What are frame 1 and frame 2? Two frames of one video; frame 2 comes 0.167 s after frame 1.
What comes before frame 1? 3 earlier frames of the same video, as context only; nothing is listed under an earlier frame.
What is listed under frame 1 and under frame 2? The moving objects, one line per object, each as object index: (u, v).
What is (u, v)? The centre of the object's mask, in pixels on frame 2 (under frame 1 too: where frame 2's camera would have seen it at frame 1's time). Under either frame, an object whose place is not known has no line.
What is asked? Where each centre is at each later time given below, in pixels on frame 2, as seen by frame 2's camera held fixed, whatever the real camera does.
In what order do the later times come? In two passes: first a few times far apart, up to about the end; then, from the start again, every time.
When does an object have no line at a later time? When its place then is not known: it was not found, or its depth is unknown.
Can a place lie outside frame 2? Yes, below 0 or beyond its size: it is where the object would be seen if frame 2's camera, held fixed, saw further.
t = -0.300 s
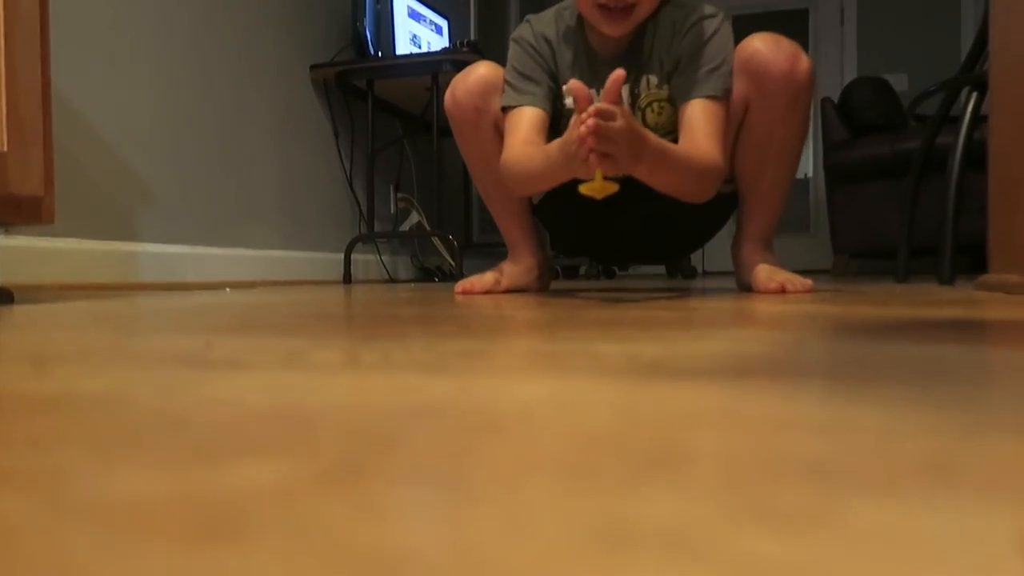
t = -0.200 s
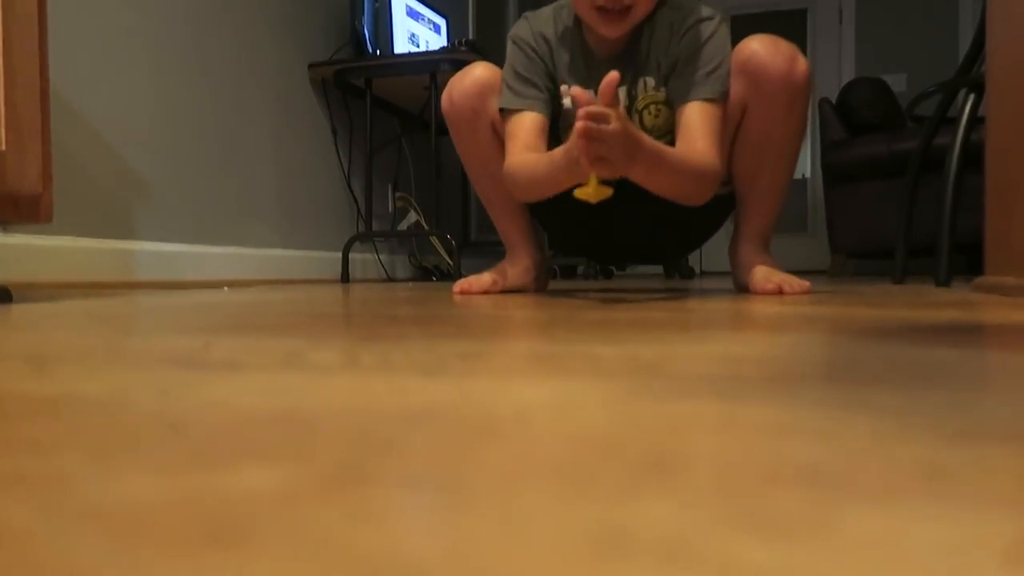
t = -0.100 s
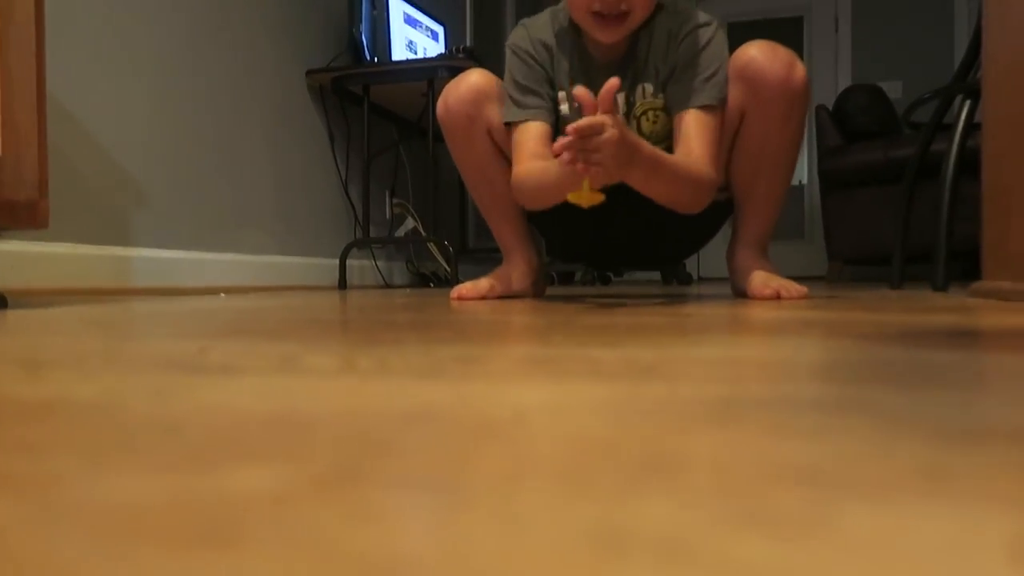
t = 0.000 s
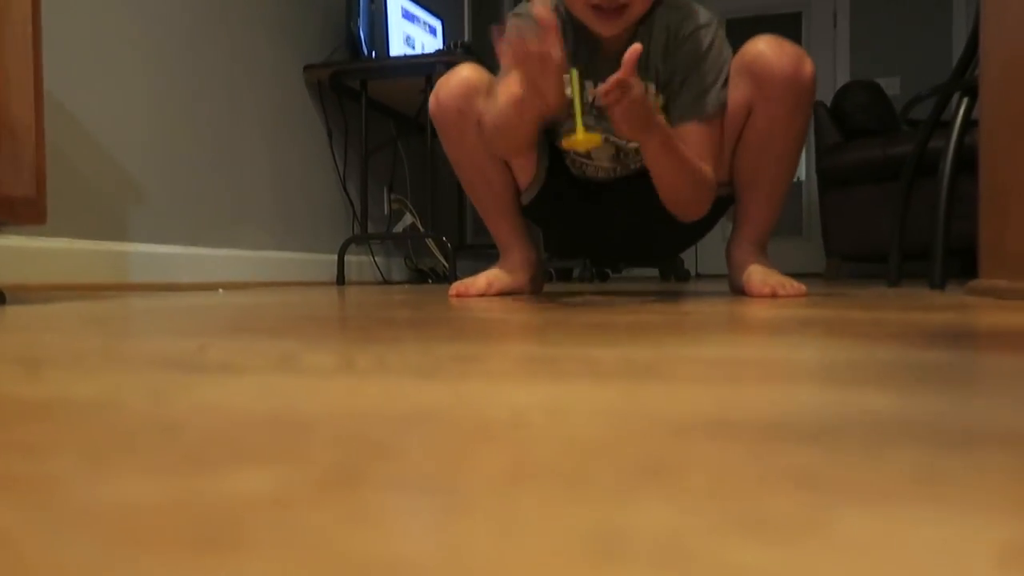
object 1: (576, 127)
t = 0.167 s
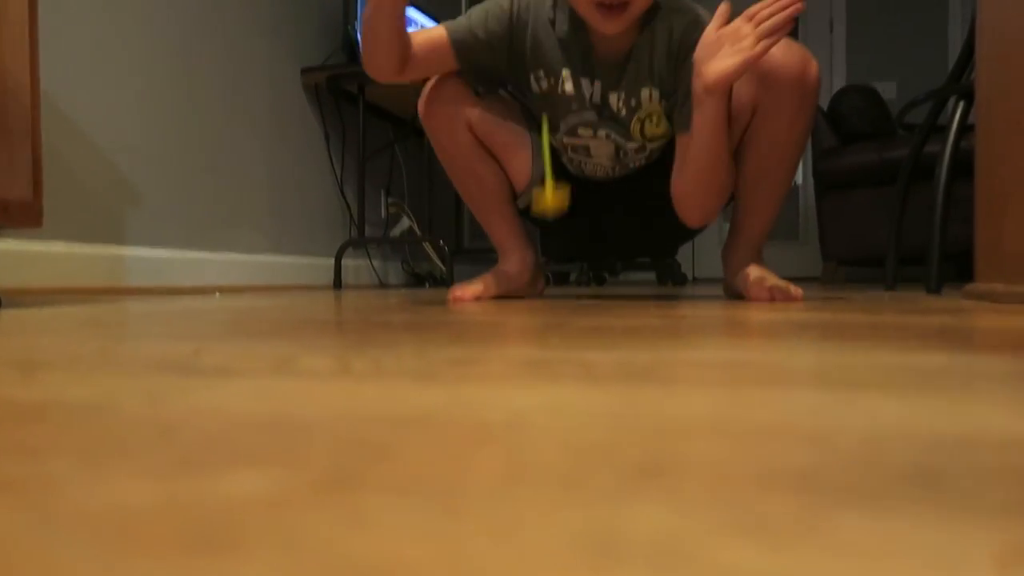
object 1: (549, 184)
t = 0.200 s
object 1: (543, 230)
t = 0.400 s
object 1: (510, 246)
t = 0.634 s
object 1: (474, 270)
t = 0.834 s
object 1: (440, 279)
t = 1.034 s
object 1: (408, 279)
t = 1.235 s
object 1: (379, 281)
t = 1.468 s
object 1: (350, 283)
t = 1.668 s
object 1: (336, 283)
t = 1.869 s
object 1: (335, 283)
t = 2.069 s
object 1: (346, 283)
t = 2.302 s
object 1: (372, 284)
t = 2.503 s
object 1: (399, 284)
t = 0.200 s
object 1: (543, 230)
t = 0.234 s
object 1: (537, 273)
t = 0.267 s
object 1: (532, 253)
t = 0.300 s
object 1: (526, 236)
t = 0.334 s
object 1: (520, 230)
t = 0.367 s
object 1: (514, 231)
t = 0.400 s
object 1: (510, 246)
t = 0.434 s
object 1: (504, 272)
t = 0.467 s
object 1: (499, 267)
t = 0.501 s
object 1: (495, 259)
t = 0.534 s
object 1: (491, 259)
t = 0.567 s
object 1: (486, 273)
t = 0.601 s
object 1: (480, 271)
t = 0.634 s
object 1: (474, 270)
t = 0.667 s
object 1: (469, 271)
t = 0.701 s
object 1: (462, 273)
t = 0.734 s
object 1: (456, 278)
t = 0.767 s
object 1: (449, 279)
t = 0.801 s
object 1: (445, 276)
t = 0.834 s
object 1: (440, 279)
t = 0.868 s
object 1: (435, 280)
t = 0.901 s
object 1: (429, 281)
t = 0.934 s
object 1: (425, 279)
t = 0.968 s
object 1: (419, 281)
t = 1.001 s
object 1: (413, 280)
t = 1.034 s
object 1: (408, 279)
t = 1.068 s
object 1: (403, 281)
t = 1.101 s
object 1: (398, 281)
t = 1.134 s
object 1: (393, 281)
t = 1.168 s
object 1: (388, 281)
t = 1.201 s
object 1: (383, 281)
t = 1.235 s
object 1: (379, 281)
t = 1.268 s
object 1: (374, 280)
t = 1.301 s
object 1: (368, 282)
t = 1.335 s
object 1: (364, 282)
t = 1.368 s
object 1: (360, 283)
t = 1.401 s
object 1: (356, 282)
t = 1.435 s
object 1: (354, 283)
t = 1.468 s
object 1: (350, 283)
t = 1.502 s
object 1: (347, 283)
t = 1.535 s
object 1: (344, 283)
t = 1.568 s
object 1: (342, 283)
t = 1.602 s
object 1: (340, 283)
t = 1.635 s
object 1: (338, 283)
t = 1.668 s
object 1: (336, 283)
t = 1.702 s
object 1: (335, 283)
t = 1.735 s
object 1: (335, 283)
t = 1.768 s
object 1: (334, 283)
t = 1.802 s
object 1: (334, 283)
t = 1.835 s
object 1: (334, 283)
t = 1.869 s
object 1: (335, 283)
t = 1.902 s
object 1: (335, 283)
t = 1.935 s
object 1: (336, 283)
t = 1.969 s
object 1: (338, 284)
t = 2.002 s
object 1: (340, 283)
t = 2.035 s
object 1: (343, 283)
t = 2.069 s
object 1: (346, 283)
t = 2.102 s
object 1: (348, 283)
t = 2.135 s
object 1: (352, 283)
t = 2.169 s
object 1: (356, 283)
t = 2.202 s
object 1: (360, 284)
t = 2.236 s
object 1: (364, 283)
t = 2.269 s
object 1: (368, 283)
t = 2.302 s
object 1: (372, 284)
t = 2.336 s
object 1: (376, 283)
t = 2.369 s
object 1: (380, 283)
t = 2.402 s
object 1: (385, 283)
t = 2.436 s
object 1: (390, 283)
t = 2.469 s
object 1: (395, 283)
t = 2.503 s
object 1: (399, 284)
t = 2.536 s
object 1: (404, 283)
